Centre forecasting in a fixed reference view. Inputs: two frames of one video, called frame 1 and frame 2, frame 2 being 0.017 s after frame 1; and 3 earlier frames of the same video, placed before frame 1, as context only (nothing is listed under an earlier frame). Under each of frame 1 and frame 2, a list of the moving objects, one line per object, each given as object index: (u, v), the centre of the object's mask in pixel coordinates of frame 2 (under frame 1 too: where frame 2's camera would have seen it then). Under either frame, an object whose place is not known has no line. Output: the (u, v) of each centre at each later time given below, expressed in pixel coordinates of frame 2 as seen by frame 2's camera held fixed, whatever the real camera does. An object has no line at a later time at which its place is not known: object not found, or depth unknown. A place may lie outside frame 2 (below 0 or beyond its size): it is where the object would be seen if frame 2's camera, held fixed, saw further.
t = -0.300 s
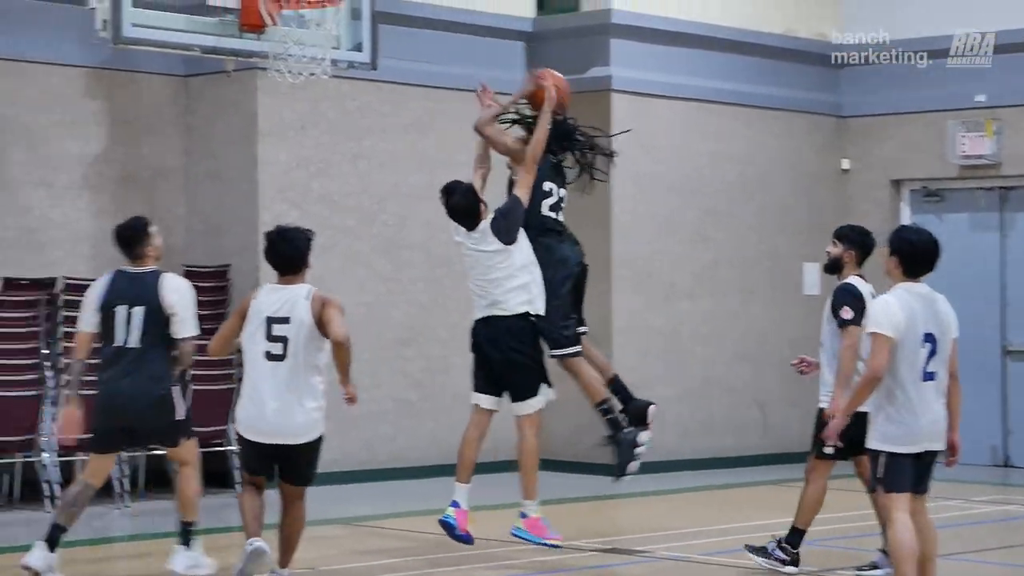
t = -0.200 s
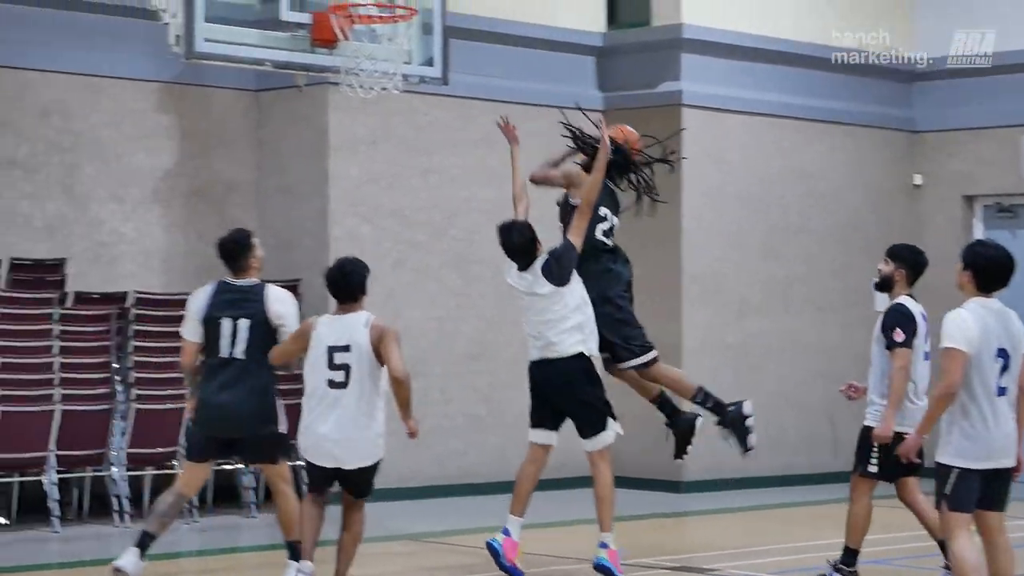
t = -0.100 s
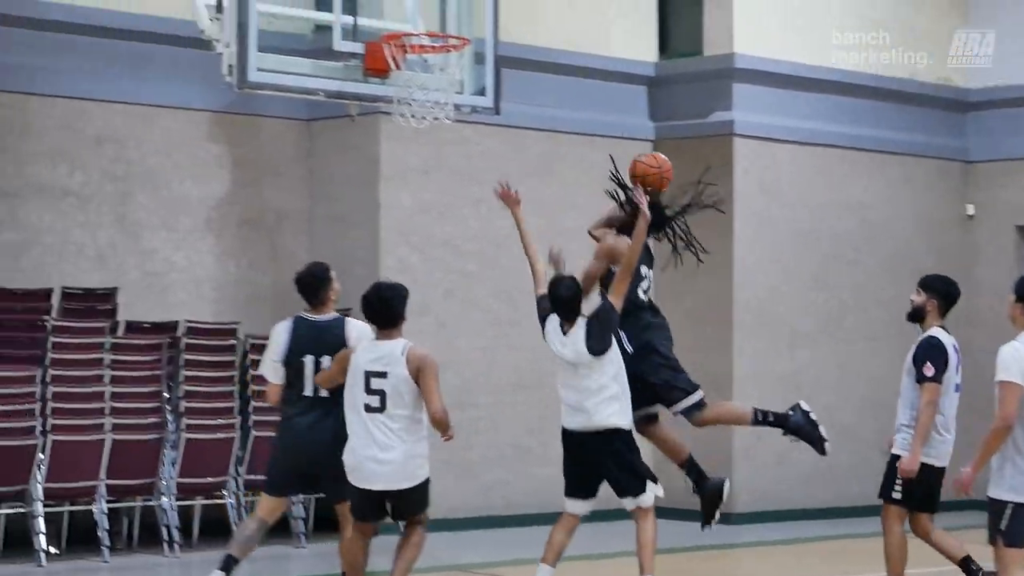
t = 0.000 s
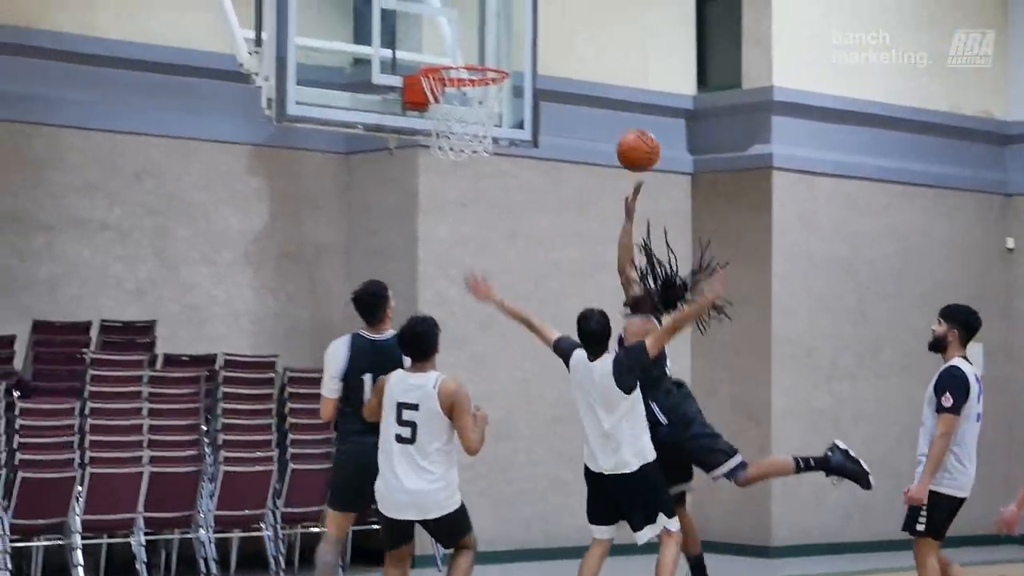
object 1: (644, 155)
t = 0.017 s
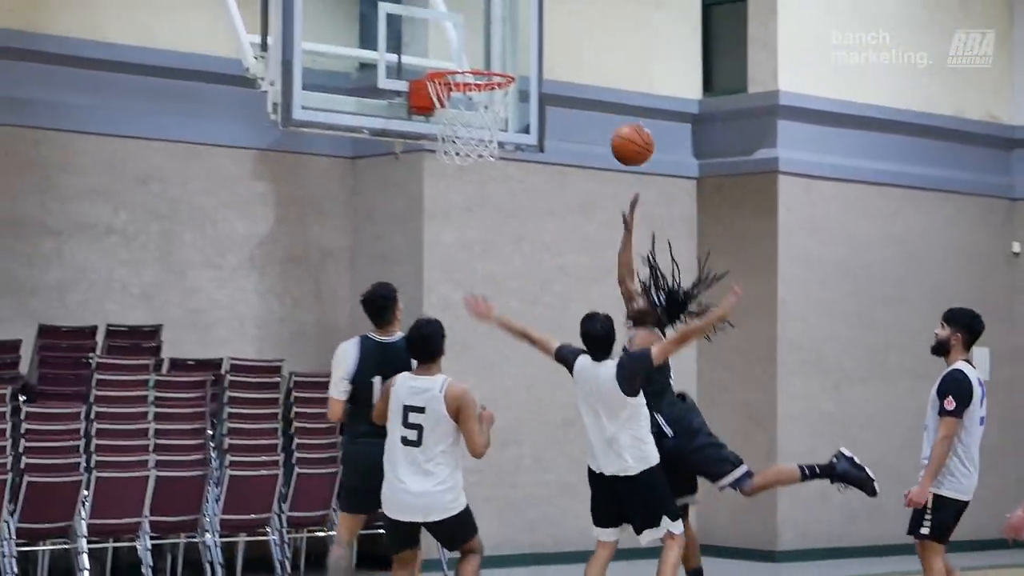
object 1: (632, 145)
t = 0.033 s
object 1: (621, 134)
